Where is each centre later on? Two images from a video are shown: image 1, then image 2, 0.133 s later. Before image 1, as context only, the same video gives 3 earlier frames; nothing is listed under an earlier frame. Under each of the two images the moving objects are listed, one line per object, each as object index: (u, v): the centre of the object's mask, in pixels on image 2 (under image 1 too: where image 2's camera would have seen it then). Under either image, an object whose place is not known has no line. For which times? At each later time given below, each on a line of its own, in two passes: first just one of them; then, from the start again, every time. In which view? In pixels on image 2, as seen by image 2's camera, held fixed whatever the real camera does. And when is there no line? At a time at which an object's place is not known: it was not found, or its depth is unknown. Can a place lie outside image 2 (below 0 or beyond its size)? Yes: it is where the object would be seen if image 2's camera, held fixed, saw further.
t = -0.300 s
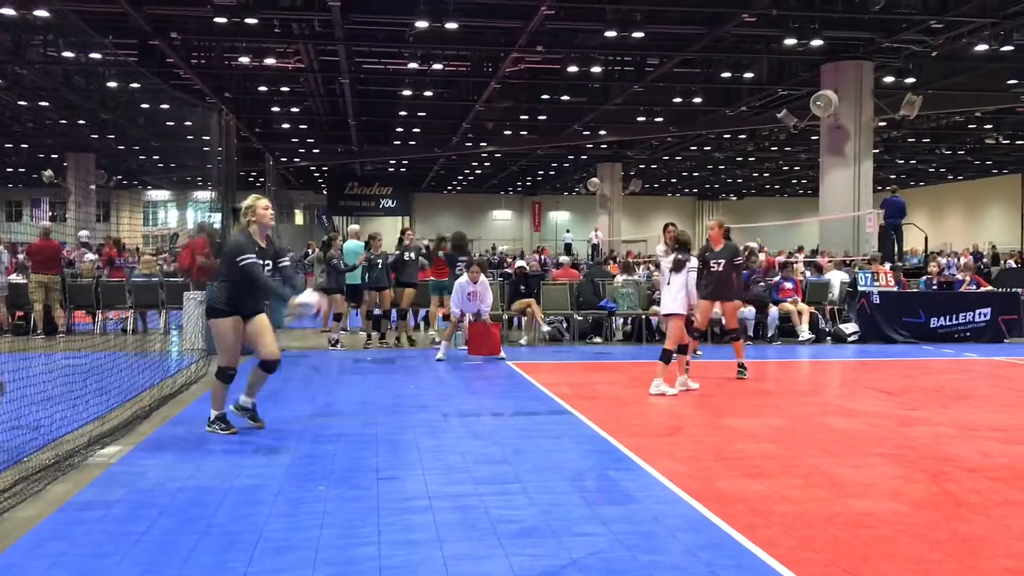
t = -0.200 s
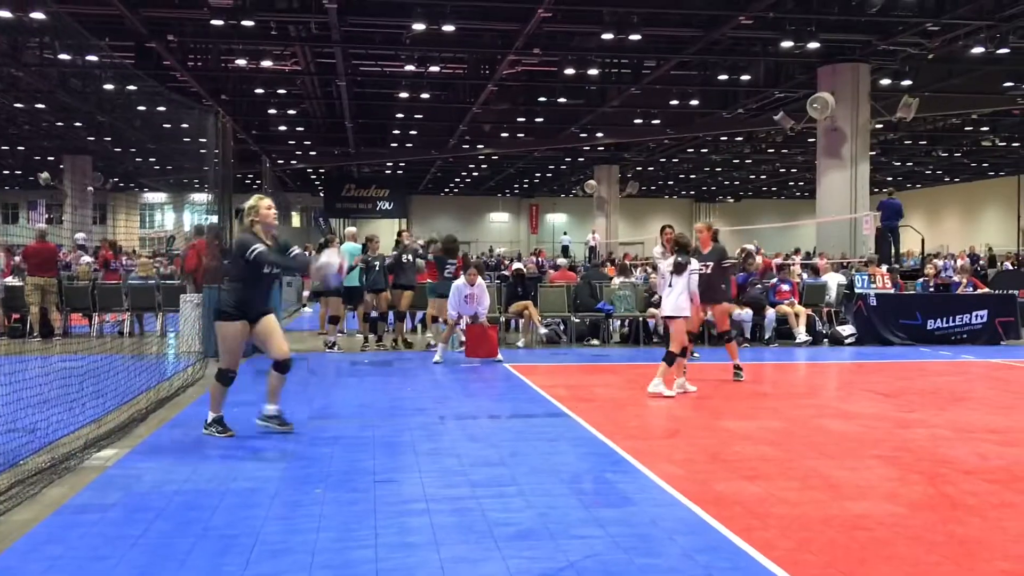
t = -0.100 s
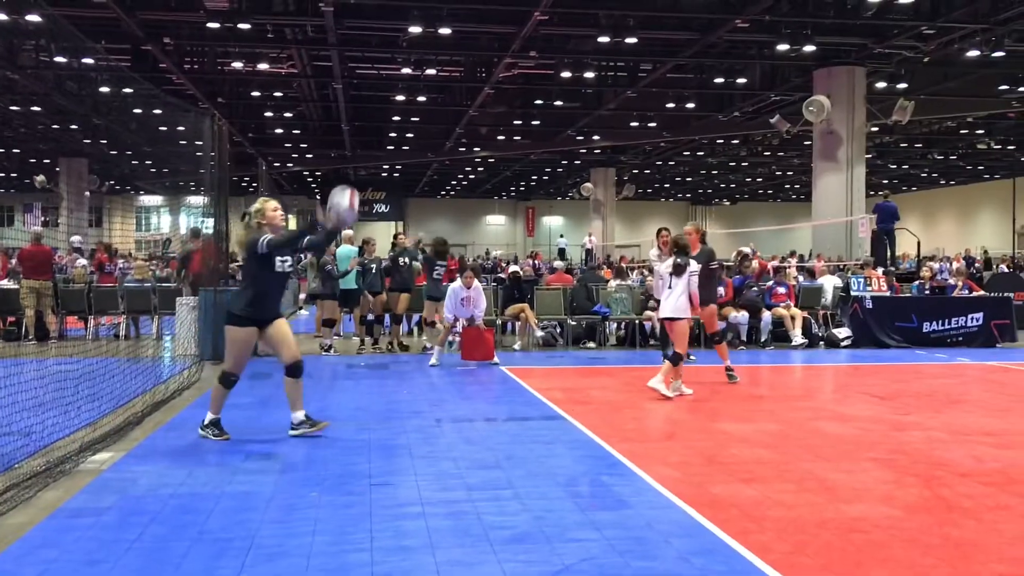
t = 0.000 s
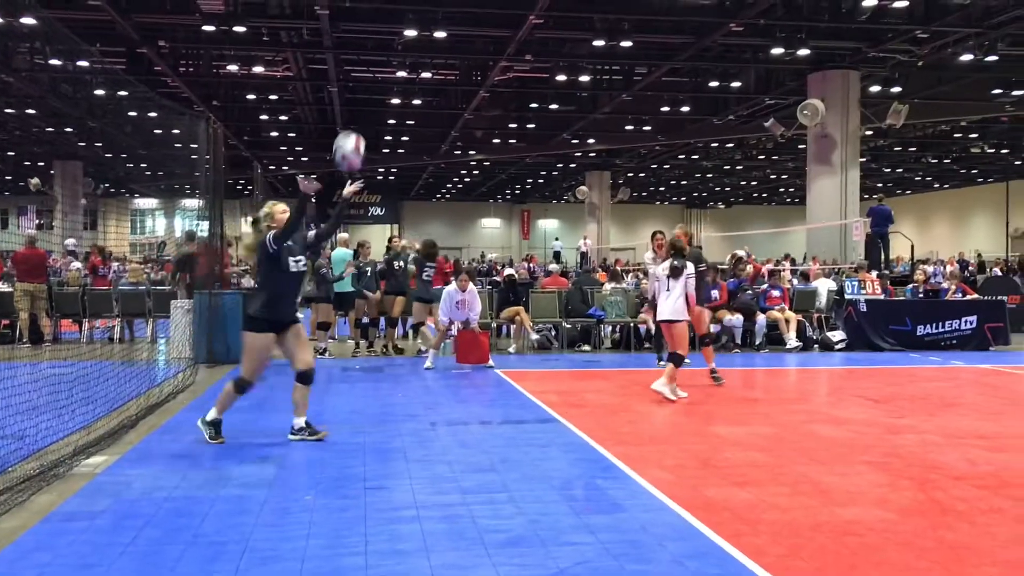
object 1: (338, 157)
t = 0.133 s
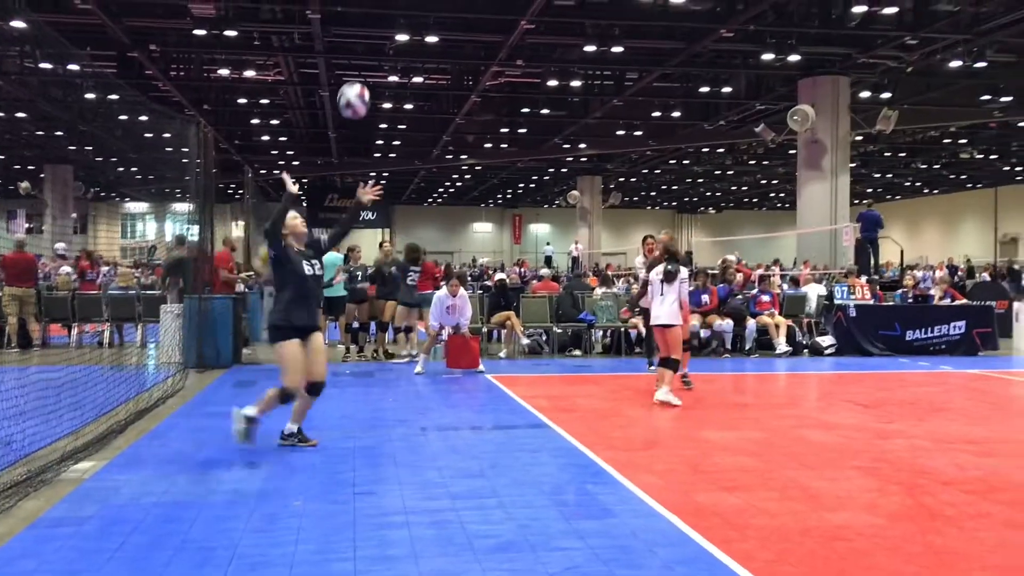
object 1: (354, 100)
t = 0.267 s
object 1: (366, 72)
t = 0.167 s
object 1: (357, 91)
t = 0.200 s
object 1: (359, 83)
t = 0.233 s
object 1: (363, 77)
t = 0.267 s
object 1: (366, 72)
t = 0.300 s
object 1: (369, 69)
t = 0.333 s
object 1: (373, 68)
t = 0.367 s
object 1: (376, 68)
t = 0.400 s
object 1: (380, 70)
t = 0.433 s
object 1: (383, 74)
